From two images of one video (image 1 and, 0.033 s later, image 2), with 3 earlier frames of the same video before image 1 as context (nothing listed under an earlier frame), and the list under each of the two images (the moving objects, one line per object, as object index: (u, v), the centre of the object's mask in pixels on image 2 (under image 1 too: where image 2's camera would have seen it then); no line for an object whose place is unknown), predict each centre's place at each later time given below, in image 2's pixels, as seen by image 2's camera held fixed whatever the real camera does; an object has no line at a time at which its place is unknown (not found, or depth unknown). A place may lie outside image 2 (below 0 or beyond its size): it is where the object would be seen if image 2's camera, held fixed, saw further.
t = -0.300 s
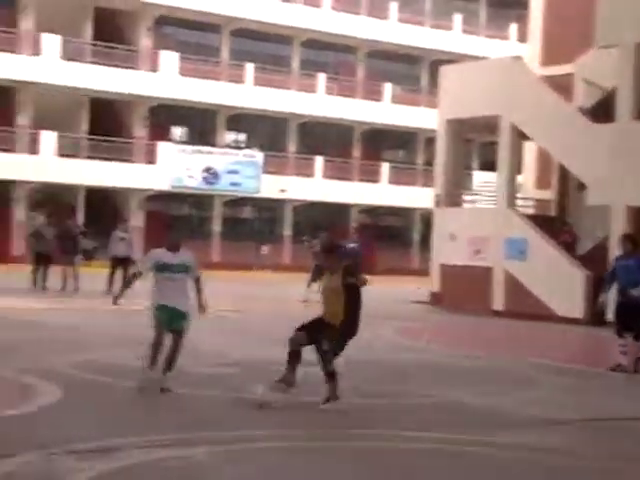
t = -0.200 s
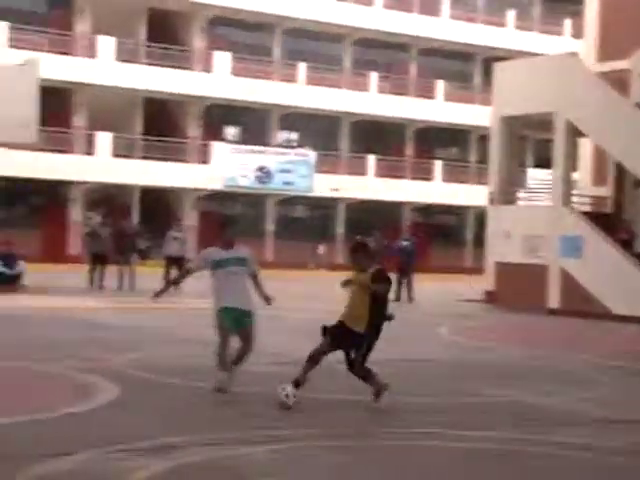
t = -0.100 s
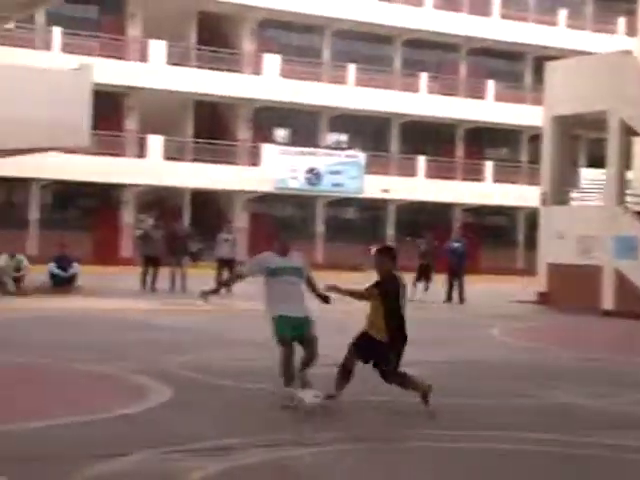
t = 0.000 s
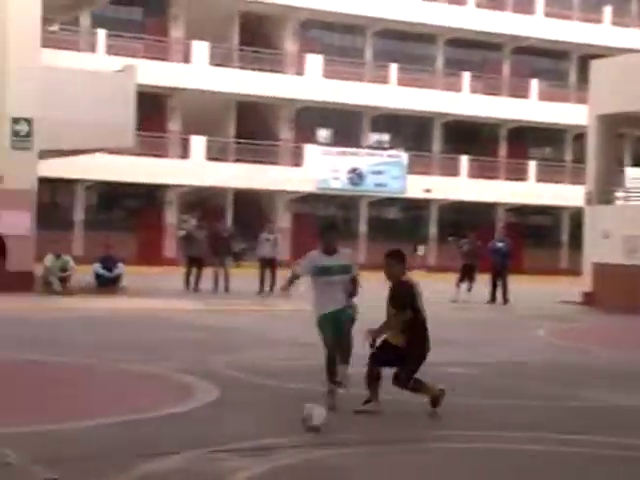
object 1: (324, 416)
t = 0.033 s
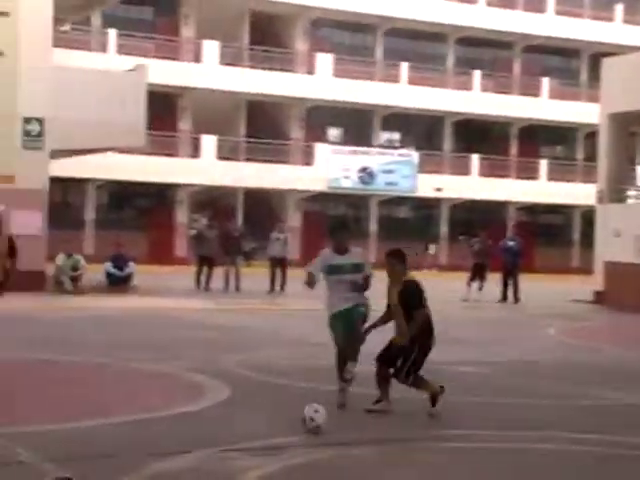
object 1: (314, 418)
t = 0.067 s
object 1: (300, 418)
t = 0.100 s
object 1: (288, 422)
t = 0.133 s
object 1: (275, 430)
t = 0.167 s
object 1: (262, 433)
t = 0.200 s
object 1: (244, 435)
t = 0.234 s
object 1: (232, 438)
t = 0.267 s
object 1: (218, 439)
